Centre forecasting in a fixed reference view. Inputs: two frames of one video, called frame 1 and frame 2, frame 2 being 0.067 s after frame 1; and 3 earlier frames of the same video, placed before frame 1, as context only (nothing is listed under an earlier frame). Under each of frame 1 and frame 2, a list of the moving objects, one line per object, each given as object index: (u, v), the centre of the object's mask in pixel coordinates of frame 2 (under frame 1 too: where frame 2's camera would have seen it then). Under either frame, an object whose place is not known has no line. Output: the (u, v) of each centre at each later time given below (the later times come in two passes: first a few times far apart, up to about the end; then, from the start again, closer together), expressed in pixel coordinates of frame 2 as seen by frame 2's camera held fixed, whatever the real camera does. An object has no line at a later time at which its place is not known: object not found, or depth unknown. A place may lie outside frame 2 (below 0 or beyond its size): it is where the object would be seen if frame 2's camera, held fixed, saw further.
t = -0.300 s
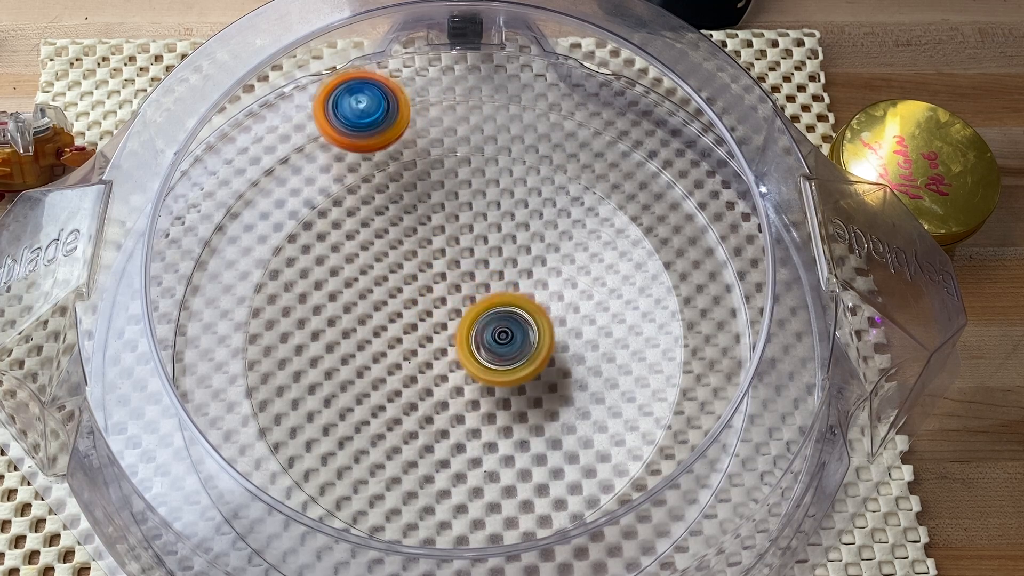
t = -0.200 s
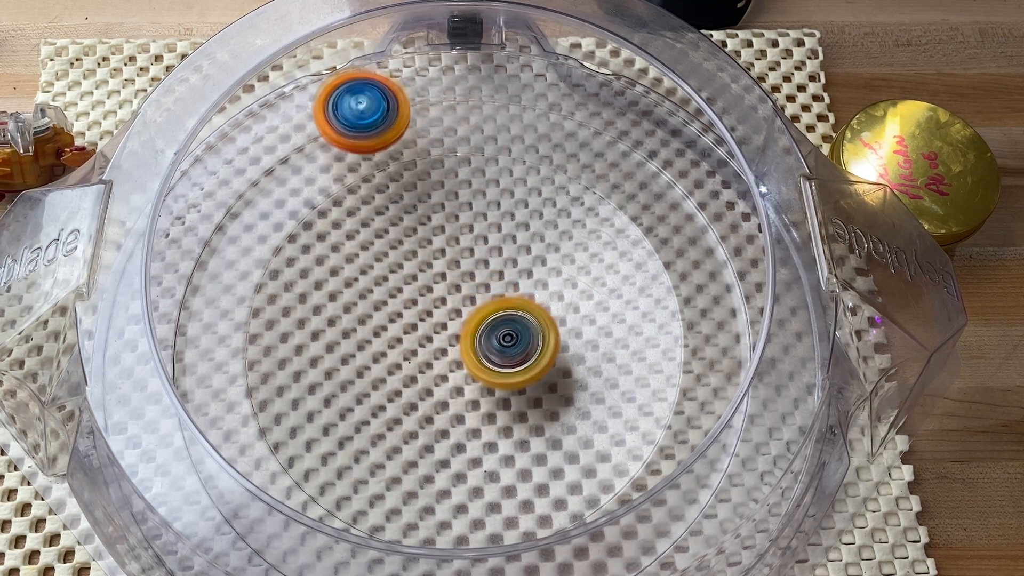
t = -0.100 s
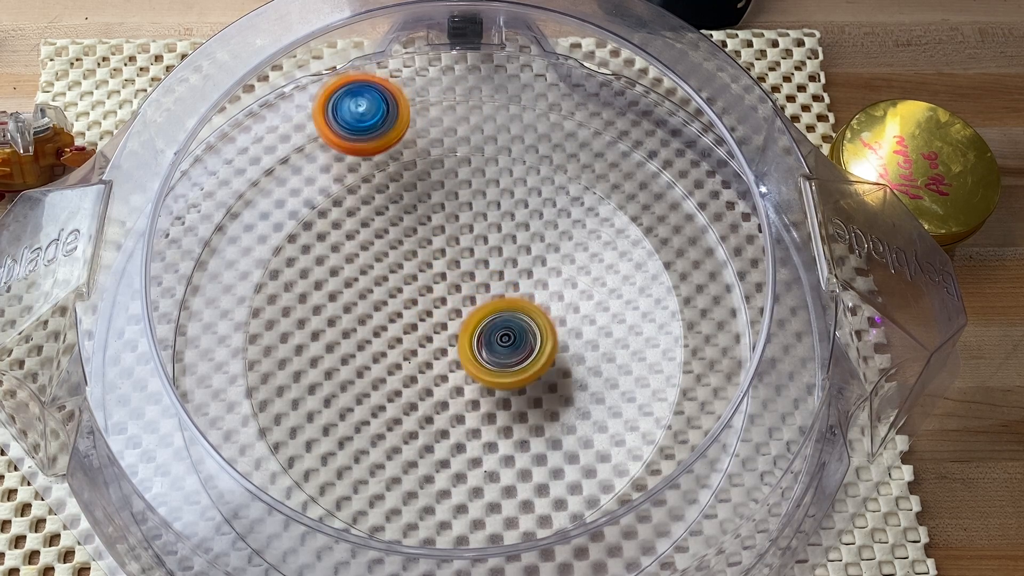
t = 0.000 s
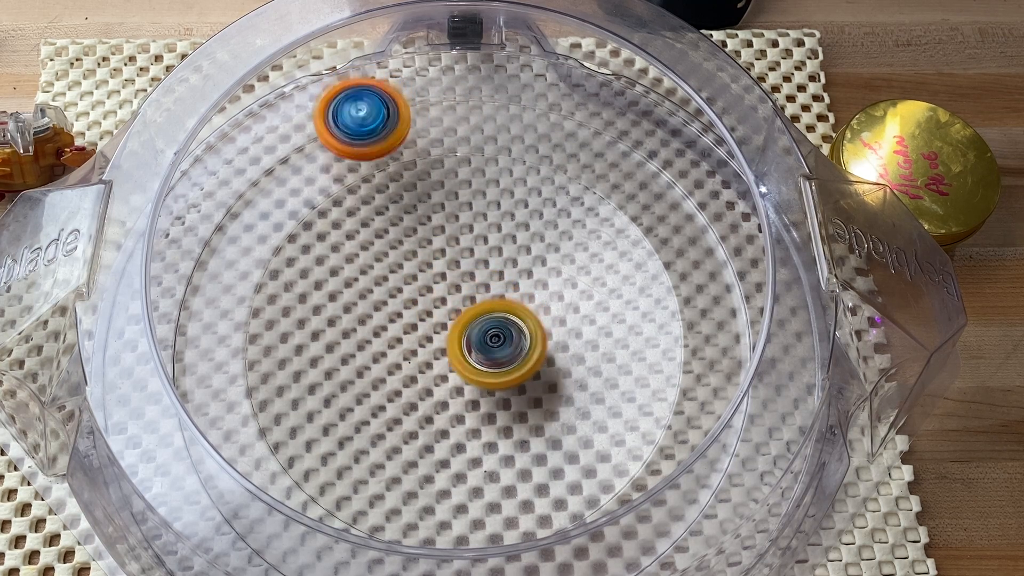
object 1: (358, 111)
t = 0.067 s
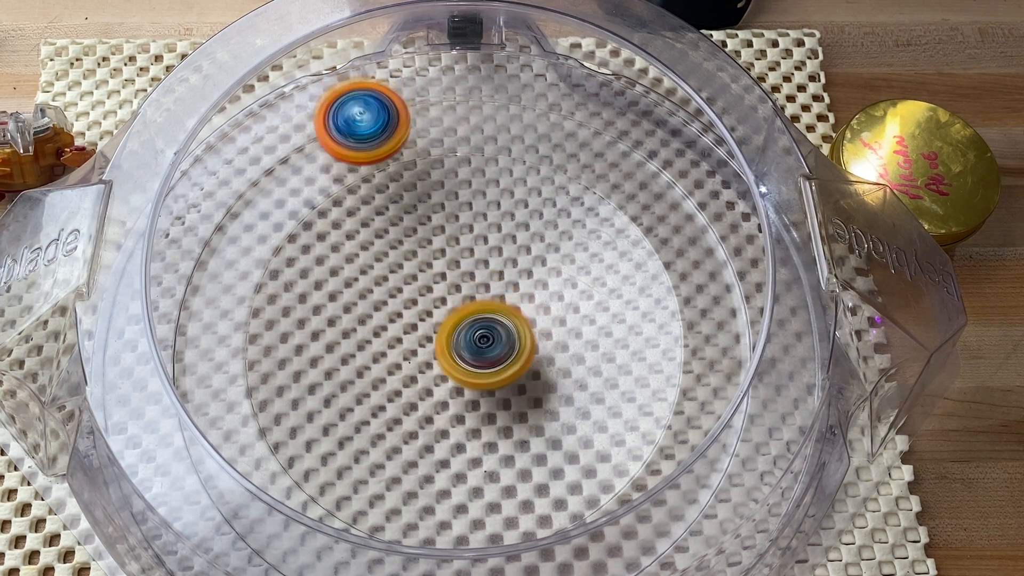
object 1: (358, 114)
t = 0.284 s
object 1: (360, 129)
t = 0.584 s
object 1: (356, 183)
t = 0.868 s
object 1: (378, 396)
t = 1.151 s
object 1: (683, 362)
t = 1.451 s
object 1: (703, 269)
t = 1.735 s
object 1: (707, 259)
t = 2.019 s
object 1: (711, 252)
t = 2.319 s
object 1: (709, 249)
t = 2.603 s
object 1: (689, 250)
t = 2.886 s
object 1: (650, 243)
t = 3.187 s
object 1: (339, 281)
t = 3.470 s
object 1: (241, 520)
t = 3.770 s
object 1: (252, 530)
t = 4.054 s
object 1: (257, 532)
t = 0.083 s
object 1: (359, 116)
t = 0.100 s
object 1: (359, 116)
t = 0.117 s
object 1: (359, 118)
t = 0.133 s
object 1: (359, 119)
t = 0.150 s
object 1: (359, 119)
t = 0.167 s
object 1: (359, 121)
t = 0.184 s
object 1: (360, 122)
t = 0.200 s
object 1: (359, 123)
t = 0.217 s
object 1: (360, 124)
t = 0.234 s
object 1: (360, 126)
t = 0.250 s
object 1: (359, 126)
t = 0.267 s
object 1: (360, 128)
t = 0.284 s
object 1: (360, 129)
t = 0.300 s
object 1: (360, 130)
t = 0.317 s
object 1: (360, 132)
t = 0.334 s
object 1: (360, 133)
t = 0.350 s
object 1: (360, 135)
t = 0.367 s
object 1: (360, 136)
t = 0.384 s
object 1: (360, 137)
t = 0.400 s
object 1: (360, 139)
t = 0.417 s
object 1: (360, 140)
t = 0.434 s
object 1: (359, 142)
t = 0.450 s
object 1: (360, 143)
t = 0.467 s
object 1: (359, 145)
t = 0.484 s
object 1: (359, 146)
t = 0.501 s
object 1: (359, 149)
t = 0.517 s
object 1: (358, 152)
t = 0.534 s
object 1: (357, 157)
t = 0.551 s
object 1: (357, 165)
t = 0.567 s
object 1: (357, 173)
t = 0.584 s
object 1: (356, 183)
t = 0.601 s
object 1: (355, 194)
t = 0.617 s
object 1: (356, 205)
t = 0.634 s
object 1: (354, 218)
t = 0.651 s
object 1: (354, 231)
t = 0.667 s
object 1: (355, 244)
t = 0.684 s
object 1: (356, 257)
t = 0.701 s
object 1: (357, 272)
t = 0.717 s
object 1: (355, 283)
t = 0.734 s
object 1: (351, 291)
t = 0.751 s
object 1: (348, 303)
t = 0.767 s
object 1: (347, 313)
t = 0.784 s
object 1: (347, 326)
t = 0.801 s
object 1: (350, 339)
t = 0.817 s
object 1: (353, 353)
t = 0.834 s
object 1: (359, 367)
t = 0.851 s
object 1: (368, 383)
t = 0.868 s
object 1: (378, 396)
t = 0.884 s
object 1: (390, 411)
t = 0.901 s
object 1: (405, 422)
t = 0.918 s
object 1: (424, 435)
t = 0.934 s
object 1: (443, 444)
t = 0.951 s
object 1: (462, 450)
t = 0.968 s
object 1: (484, 455)
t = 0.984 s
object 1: (506, 458)
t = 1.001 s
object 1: (528, 459)
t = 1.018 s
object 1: (551, 457)
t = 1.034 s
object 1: (572, 452)
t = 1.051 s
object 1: (592, 445)
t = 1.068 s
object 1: (612, 436)
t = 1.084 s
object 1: (630, 425)
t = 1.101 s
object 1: (647, 412)
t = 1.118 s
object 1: (660, 397)
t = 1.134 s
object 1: (672, 379)
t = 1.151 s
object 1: (683, 362)
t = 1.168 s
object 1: (689, 346)
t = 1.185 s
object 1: (693, 330)
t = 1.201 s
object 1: (695, 316)
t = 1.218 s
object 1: (697, 304)
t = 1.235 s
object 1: (700, 295)
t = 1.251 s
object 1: (701, 288)
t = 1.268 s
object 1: (702, 283)
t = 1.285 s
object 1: (701, 281)
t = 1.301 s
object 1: (700, 278)
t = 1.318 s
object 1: (700, 276)
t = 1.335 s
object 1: (700, 274)
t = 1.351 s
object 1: (701, 274)
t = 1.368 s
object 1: (701, 274)
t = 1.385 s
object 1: (701, 273)
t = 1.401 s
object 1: (700, 271)
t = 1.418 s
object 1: (701, 270)
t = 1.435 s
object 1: (702, 268)
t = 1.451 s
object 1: (703, 269)
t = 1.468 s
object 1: (703, 269)
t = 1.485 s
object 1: (702, 267)
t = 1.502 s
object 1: (703, 266)
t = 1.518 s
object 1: (704, 265)
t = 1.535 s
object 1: (704, 265)
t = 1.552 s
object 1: (704, 265)
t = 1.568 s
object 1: (704, 265)
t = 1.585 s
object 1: (704, 264)
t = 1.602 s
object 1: (704, 263)
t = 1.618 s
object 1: (704, 262)
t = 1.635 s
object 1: (706, 262)
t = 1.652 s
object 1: (705, 262)
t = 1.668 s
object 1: (705, 262)
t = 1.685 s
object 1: (705, 260)
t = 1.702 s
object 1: (705, 259)
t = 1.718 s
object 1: (706, 259)
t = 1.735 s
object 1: (707, 259)
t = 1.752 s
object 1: (706, 259)
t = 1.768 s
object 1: (706, 258)
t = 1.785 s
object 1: (706, 258)
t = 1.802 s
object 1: (707, 256)
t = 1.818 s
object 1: (708, 257)
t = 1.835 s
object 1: (709, 256)
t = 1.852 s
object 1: (708, 256)
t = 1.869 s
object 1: (708, 256)
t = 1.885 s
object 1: (708, 255)
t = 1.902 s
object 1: (709, 254)
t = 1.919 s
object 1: (709, 254)
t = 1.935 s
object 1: (709, 254)
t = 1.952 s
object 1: (710, 254)
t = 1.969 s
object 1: (709, 253)
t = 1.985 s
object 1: (710, 253)
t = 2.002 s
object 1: (710, 252)
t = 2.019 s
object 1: (711, 252)
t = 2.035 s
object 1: (712, 252)
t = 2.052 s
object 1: (711, 252)
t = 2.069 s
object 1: (711, 252)
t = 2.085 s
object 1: (711, 251)
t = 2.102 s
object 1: (712, 251)
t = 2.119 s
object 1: (712, 250)
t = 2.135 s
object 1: (713, 251)
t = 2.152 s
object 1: (712, 251)
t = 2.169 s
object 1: (711, 251)
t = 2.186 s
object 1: (712, 250)
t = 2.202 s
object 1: (711, 249)
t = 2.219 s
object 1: (712, 249)
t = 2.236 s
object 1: (712, 249)
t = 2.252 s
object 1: (712, 250)
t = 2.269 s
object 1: (710, 251)
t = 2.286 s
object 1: (709, 250)
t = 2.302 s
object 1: (709, 249)
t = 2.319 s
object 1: (709, 249)
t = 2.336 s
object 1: (708, 249)
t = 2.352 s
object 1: (708, 250)
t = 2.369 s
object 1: (706, 250)
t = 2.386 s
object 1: (705, 250)
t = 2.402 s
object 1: (703, 249)
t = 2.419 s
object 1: (703, 249)
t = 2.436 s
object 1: (702, 248)
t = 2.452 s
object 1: (702, 250)
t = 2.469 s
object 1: (700, 251)
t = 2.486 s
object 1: (698, 250)
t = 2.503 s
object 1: (697, 250)
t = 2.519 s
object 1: (696, 249)
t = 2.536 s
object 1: (695, 249)
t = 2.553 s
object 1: (694, 249)
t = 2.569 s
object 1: (693, 250)
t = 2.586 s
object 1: (691, 251)
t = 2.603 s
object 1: (689, 250)
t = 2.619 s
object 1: (688, 249)
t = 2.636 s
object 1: (687, 249)
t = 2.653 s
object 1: (686, 248)
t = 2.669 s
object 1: (686, 249)
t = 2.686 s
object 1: (683, 250)
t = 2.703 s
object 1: (681, 249)
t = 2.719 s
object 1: (679, 249)
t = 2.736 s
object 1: (678, 248)
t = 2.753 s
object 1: (677, 247)
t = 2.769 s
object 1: (676, 246)
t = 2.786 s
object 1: (675, 247)
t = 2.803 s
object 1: (672, 248)
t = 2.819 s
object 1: (669, 247)
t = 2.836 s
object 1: (666, 246)
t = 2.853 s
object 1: (662, 244)
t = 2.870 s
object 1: (657, 243)
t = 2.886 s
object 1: (650, 243)
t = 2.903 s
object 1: (642, 242)
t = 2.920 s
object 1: (631, 241)
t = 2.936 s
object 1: (620, 239)
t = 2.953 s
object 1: (605, 237)
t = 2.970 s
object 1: (591, 236)
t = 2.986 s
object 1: (577, 234)
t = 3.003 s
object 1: (562, 234)
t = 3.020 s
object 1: (547, 231)
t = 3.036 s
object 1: (530, 231)
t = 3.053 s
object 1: (512, 231)
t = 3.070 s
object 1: (490, 232)
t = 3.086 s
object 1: (468, 234)
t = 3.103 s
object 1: (445, 237)
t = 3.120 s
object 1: (424, 242)
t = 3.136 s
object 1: (400, 251)
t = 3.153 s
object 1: (379, 259)
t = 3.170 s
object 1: (359, 269)
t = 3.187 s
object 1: (339, 281)
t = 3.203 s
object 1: (321, 294)
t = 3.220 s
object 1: (302, 309)
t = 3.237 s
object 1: (287, 325)
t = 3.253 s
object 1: (274, 341)
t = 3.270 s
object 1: (263, 358)
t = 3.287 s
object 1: (253, 378)
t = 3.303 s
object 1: (248, 396)
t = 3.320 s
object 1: (244, 415)
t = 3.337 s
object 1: (244, 434)
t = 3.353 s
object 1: (241, 452)
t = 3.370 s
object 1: (237, 470)
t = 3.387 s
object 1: (235, 484)
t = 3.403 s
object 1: (233, 495)
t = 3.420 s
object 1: (229, 508)
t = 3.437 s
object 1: (231, 513)
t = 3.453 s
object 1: (236, 516)
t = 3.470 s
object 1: (241, 520)
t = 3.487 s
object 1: (244, 521)
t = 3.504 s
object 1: (246, 523)
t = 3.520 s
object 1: (248, 524)
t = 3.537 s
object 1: (248, 525)
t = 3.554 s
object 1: (247, 526)
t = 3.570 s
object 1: (247, 527)
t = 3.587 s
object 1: (248, 527)
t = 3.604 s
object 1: (250, 528)
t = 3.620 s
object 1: (250, 528)
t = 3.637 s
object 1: (251, 528)
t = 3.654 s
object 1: (251, 529)
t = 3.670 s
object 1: (251, 529)
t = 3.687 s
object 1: (251, 529)
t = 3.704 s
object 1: (252, 529)
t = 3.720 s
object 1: (252, 529)
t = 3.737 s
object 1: (252, 530)
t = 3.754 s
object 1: (252, 530)
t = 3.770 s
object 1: (252, 530)
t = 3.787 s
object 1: (252, 530)
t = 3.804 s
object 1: (253, 530)
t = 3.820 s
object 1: (254, 530)
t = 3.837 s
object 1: (255, 530)
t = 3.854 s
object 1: (255, 531)
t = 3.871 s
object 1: (255, 531)
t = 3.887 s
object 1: (255, 532)
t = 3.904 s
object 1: (255, 532)
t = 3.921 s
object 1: (255, 532)
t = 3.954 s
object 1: (255, 532)
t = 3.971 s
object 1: (256, 533)
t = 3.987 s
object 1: (256, 533)
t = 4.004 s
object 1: (256, 533)
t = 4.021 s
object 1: (256, 533)
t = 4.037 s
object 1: (256, 532)
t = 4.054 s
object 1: (257, 532)
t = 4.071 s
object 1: (257, 531)
